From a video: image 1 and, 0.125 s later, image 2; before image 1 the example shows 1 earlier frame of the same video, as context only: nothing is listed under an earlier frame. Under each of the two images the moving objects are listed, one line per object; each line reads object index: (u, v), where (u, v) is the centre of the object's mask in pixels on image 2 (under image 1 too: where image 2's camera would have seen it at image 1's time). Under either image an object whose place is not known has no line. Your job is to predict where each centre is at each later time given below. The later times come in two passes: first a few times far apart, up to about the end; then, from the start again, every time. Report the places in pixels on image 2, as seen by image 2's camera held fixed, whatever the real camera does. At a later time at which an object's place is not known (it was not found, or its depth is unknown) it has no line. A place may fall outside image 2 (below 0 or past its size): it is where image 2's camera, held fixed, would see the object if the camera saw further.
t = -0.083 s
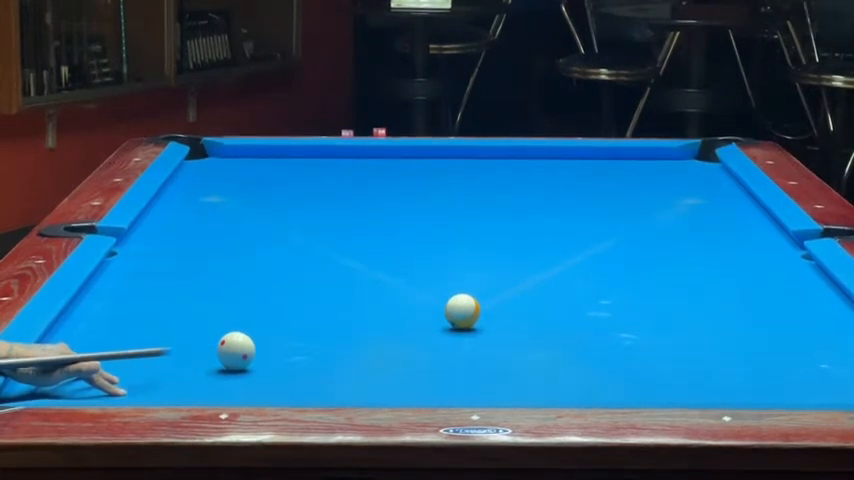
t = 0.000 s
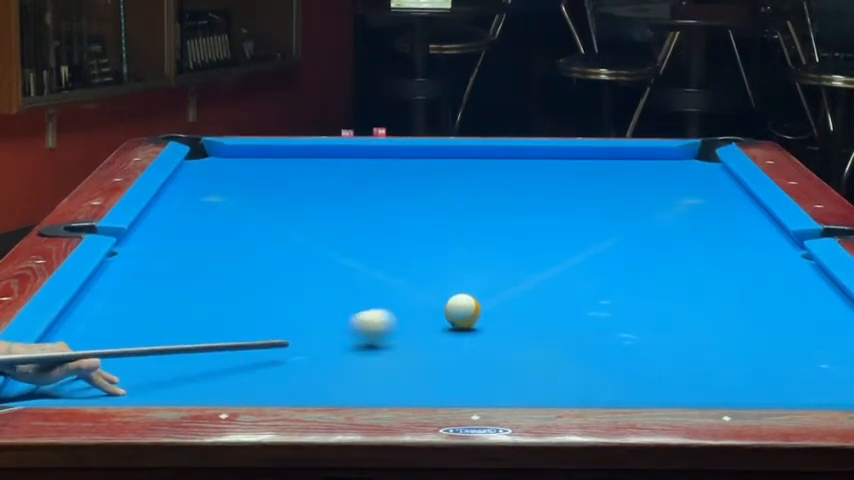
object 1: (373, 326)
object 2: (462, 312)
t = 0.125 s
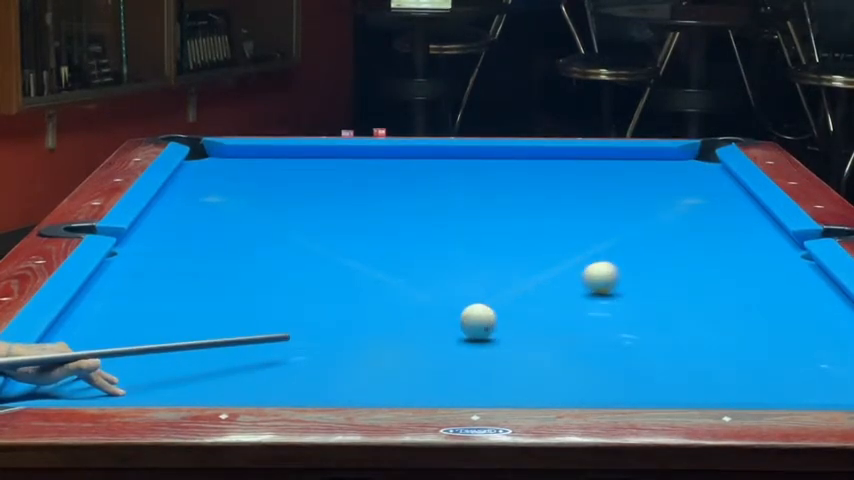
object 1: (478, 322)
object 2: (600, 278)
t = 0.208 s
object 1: (522, 323)
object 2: (698, 254)
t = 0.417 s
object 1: (659, 318)
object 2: (697, 219)
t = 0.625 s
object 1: (792, 312)
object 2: (598, 197)
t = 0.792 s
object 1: (814, 310)
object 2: (528, 181)
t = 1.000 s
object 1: (735, 308)
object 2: (451, 163)
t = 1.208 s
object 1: (661, 308)
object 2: (380, 151)
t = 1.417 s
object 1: (592, 307)
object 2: (307, 160)
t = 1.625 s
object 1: (526, 306)
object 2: (230, 169)
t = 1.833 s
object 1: (463, 304)
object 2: (195, 179)
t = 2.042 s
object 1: (403, 303)
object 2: (230, 189)
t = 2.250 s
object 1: (348, 302)
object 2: (265, 199)
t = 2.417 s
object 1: (306, 301)
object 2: (295, 208)
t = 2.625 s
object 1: (257, 299)
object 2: (332, 218)
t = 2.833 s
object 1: (212, 298)
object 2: (369, 229)
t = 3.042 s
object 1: (170, 297)
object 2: (408, 240)
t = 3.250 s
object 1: (132, 296)
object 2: (448, 251)
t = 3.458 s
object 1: (97, 295)
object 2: (488, 262)
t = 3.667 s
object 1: (108, 295)
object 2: (529, 274)
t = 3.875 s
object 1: (126, 294)
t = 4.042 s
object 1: (138, 294)
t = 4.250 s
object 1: (149, 293)
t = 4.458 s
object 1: (158, 293)
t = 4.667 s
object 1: (162, 293)
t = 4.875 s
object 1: (165, 293)
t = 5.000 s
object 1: (165, 293)
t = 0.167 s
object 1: (499, 323)
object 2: (652, 265)
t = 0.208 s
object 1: (522, 323)
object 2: (698, 254)
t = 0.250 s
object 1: (548, 323)
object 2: (740, 243)
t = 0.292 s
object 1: (576, 322)
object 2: (778, 235)
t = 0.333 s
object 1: (604, 321)
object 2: (749, 229)
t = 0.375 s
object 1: (631, 319)
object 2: (721, 224)
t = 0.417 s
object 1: (659, 318)
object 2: (697, 219)
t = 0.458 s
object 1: (686, 317)
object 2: (676, 214)
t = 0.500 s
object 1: (713, 316)
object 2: (656, 210)
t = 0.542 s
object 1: (739, 315)
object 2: (636, 205)
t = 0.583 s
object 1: (766, 314)
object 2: (617, 201)
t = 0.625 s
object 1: (792, 312)
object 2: (598, 197)
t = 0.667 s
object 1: (818, 311)
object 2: (580, 193)
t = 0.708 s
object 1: (841, 311)
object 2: (563, 188)
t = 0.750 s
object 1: (831, 310)
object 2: (546, 185)
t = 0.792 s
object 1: (814, 310)
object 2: (528, 181)
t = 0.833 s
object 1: (798, 310)
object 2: (513, 177)
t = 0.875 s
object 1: (782, 309)
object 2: (496, 173)
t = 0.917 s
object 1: (766, 309)
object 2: (481, 170)
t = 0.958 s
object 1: (751, 309)
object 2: (465, 167)
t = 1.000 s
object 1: (735, 308)
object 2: (451, 163)
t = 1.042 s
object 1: (720, 308)
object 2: (436, 160)
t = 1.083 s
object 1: (705, 308)
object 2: (422, 156)
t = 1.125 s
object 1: (690, 308)
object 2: (408, 154)
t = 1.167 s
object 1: (676, 308)
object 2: (395, 150)
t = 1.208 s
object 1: (661, 308)
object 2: (380, 151)
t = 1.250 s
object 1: (647, 308)
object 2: (365, 153)
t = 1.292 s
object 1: (633, 307)
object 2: (351, 155)
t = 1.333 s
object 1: (619, 307)
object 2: (336, 157)
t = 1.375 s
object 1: (606, 307)
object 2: (321, 159)
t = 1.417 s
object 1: (592, 307)
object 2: (307, 160)
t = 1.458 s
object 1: (578, 306)
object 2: (292, 162)
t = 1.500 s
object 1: (565, 306)
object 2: (276, 164)
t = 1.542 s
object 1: (552, 306)
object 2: (262, 166)
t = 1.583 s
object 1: (538, 306)
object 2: (246, 168)
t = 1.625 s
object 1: (526, 306)
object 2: (230, 169)
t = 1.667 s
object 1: (513, 306)
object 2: (215, 171)
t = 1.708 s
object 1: (500, 305)
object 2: (200, 173)
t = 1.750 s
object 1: (487, 304)
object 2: (183, 175)
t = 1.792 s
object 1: (475, 304)
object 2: (188, 177)
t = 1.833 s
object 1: (463, 304)
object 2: (195, 179)
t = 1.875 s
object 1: (451, 303)
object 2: (202, 181)
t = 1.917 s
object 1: (438, 303)
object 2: (209, 183)
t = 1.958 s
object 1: (427, 303)
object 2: (216, 185)
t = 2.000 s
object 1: (415, 303)
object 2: (223, 187)
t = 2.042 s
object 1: (403, 303)
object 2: (230, 189)
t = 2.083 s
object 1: (392, 303)
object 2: (237, 191)
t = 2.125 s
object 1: (381, 303)
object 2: (244, 193)
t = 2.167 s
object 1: (369, 302)
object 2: (251, 195)
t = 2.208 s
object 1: (358, 302)
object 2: (258, 197)
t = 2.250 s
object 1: (348, 302)
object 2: (265, 199)
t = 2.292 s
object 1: (337, 301)
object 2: (272, 201)
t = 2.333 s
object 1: (326, 301)
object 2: (280, 203)
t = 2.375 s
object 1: (316, 301)
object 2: (287, 205)
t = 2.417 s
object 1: (306, 301)
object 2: (295, 208)
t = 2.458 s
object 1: (296, 301)
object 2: (302, 210)
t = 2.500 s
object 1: (286, 300)
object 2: (309, 212)
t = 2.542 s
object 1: (276, 300)
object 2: (317, 214)
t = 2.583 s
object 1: (266, 300)
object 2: (324, 216)
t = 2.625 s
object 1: (257, 299)
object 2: (332, 218)
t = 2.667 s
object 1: (248, 299)
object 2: (339, 220)
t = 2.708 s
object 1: (238, 299)
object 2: (346, 223)
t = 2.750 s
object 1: (229, 299)
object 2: (354, 225)
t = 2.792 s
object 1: (220, 299)
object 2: (362, 227)
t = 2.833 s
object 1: (212, 298)
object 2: (369, 229)
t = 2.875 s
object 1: (203, 298)
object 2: (377, 231)
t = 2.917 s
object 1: (194, 298)
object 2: (385, 233)
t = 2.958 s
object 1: (187, 298)
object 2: (392, 236)
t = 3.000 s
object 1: (178, 297)
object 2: (400, 238)
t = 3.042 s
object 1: (170, 297)
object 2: (408, 240)
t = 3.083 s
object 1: (162, 297)
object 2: (416, 242)
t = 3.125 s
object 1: (154, 297)
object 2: (424, 245)
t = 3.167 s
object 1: (147, 296)
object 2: (432, 247)
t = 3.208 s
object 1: (139, 296)
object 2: (440, 249)
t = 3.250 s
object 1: (132, 296)
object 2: (448, 251)
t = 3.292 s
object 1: (125, 295)
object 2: (456, 253)
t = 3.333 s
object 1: (118, 296)
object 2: (464, 256)
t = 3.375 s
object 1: (111, 296)
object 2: (472, 258)
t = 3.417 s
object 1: (104, 295)
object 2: (480, 260)
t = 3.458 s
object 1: (97, 295)
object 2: (488, 262)
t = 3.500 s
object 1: (93, 295)
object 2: (497, 265)
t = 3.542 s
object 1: (97, 295)
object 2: (504, 267)
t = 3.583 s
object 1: (101, 295)
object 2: (512, 270)
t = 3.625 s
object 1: (105, 295)
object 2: (521, 272)
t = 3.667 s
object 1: (108, 295)
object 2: (529, 274)
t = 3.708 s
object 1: (112, 295)
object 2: (537, 276)
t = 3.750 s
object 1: (116, 294)
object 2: (546, 278)
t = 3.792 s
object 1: (119, 294)
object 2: (554, 280)
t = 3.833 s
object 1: (122, 294)
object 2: (555, 282)
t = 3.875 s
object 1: (126, 294)
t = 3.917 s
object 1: (129, 294)
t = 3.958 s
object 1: (132, 294)
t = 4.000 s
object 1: (135, 294)
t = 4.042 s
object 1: (138, 294)
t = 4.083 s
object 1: (141, 293)
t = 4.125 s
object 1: (143, 294)
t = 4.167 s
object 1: (145, 294)
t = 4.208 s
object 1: (147, 294)
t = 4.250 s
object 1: (149, 293)
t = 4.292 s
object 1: (152, 293)
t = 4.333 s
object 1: (153, 293)
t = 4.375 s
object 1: (155, 293)
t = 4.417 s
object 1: (156, 293)
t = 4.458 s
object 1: (158, 293)
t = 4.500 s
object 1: (159, 293)
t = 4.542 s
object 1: (160, 293)
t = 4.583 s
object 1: (161, 293)
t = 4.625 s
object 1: (162, 293)
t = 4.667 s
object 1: (162, 293)
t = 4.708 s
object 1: (163, 293)
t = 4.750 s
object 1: (164, 293)
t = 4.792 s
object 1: (165, 293)
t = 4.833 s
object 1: (165, 293)
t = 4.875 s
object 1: (165, 293)
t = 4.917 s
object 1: (165, 293)
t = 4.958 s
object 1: (165, 293)
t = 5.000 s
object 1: (165, 293)
